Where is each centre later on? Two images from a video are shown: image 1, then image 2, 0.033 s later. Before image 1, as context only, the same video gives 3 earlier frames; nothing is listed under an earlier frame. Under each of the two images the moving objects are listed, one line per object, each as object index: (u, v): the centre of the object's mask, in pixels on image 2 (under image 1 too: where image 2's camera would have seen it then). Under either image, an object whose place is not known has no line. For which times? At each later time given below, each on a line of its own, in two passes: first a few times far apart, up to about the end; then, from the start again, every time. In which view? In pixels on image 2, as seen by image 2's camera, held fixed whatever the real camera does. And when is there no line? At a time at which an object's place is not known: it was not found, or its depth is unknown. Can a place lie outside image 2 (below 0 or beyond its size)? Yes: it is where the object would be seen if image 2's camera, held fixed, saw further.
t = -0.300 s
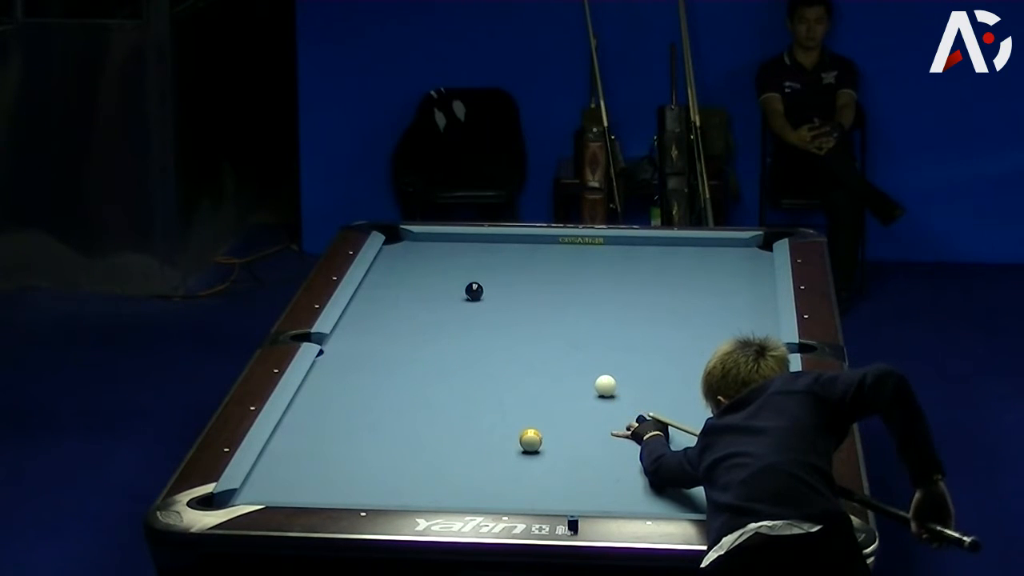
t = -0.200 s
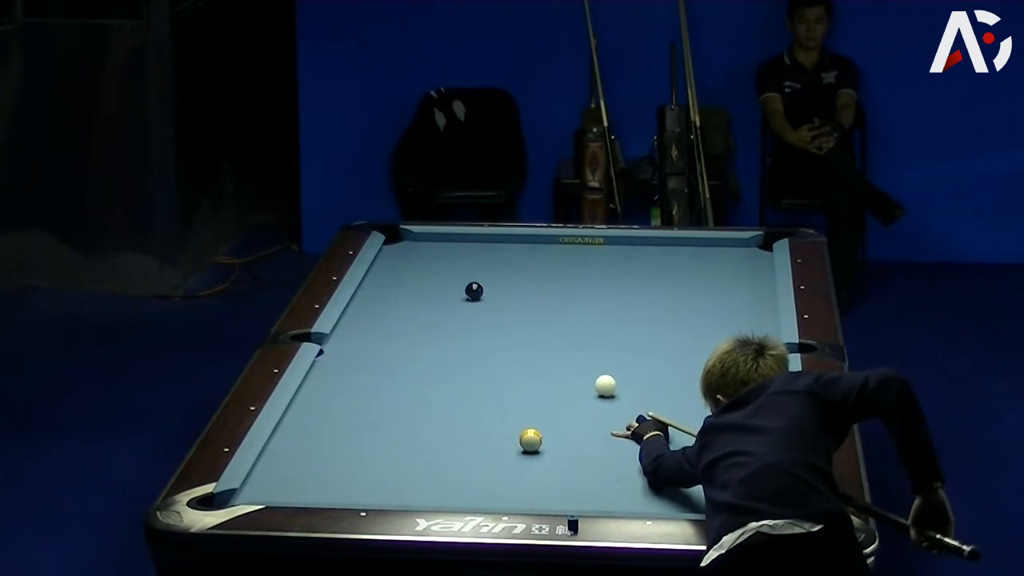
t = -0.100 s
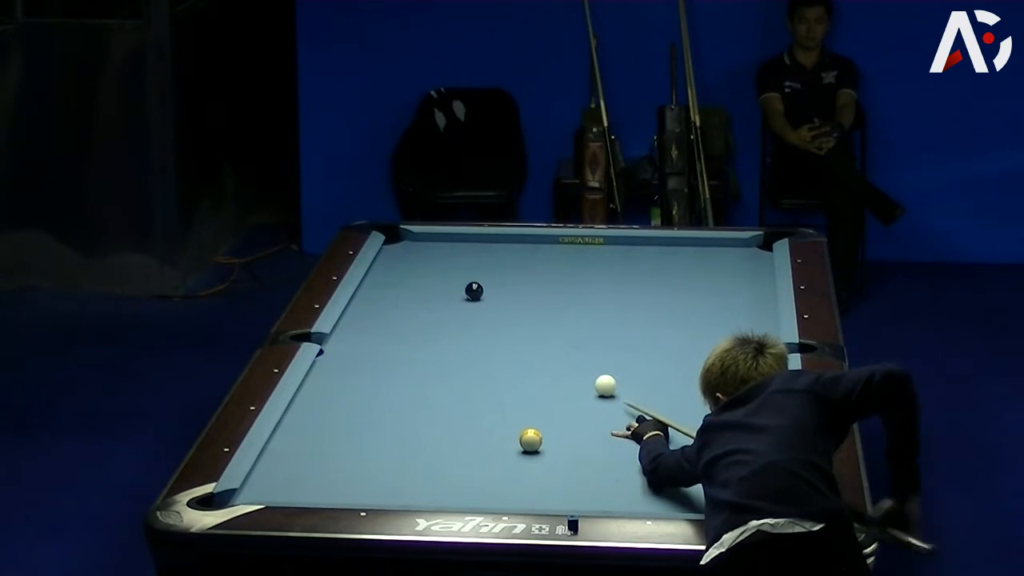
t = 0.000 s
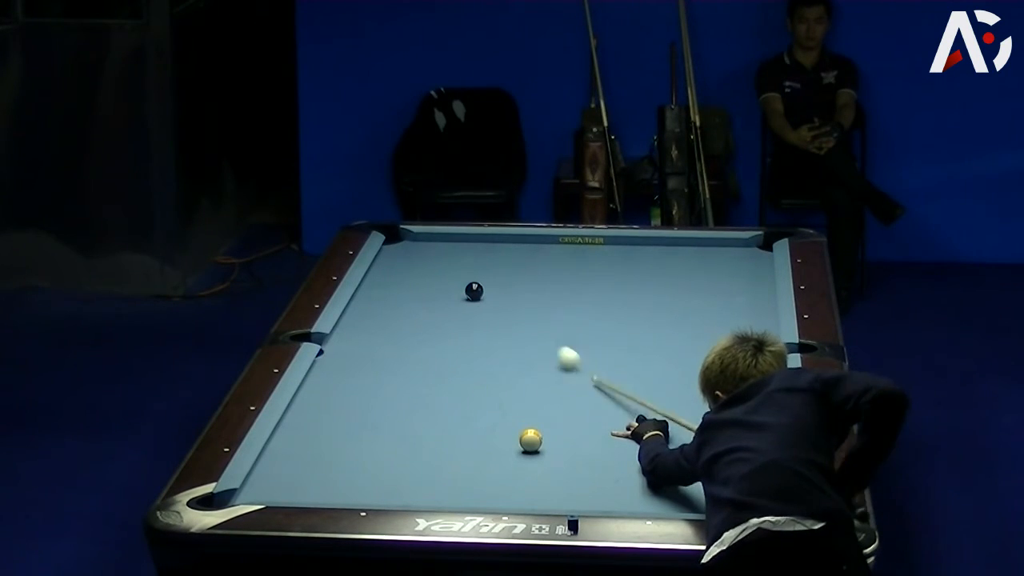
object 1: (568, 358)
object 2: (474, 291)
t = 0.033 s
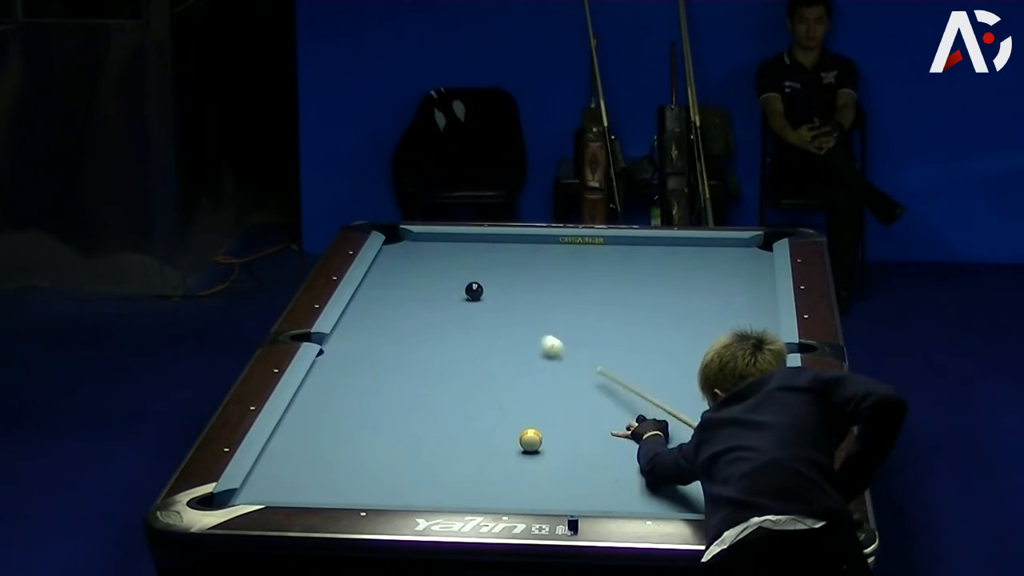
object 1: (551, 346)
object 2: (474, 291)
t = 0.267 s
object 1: (480, 296)
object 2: (453, 275)
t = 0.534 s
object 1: (485, 301)
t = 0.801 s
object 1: (491, 307)
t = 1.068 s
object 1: (497, 313)
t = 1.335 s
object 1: (502, 317)
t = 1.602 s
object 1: (506, 322)
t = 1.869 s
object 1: (510, 326)
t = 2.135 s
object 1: (514, 329)
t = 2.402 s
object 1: (516, 332)
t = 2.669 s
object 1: (518, 335)
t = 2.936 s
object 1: (520, 337)
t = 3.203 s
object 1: (520, 338)
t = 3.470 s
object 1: (521, 339)
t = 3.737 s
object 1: (522, 340)
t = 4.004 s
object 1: (522, 340)
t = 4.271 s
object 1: (522, 340)
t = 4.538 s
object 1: (522, 340)
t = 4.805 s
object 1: (522, 340)
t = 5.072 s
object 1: (522, 340)
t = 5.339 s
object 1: (522, 340)
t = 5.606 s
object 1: (522, 340)
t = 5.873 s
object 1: (522, 340)
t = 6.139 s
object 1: (522, 340)
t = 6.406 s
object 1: (522, 340)
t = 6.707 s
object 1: (522, 340)
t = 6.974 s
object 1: (522, 340)
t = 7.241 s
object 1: (522, 340)
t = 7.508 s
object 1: (522, 340)
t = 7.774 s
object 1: (522, 340)
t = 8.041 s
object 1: (522, 340)
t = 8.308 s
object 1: (522, 340)
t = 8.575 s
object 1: (522, 340)
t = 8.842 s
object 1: (522, 340)
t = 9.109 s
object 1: (522, 340)
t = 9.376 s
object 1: (522, 340)
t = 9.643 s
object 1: (522, 340)
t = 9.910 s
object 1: (522, 340)
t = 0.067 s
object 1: (536, 335)
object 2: (474, 291)
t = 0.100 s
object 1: (521, 324)
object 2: (474, 291)
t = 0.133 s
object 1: (507, 314)
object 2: (474, 291)
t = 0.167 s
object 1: (494, 305)
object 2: (474, 291)
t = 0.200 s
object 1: (482, 296)
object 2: (470, 289)
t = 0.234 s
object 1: (480, 295)
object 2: (464, 282)
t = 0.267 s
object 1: (480, 296)
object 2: (453, 275)
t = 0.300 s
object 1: (480, 296)
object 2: (442, 267)
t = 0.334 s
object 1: (481, 297)
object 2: (433, 260)
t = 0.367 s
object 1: (481, 297)
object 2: (424, 254)
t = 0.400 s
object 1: (482, 298)
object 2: (415, 248)
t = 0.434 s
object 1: (483, 299)
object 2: (406, 241)
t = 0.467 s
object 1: (484, 300)
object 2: (400, 236)
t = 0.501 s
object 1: (484, 300)
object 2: (390, 234)
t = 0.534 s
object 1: (485, 301)
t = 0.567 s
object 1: (486, 302)
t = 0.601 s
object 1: (487, 303)
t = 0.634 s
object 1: (488, 303)
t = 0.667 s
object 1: (488, 304)
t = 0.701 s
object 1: (489, 305)
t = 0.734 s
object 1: (490, 306)
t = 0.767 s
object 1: (490, 306)
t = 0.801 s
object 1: (491, 307)
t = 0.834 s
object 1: (492, 308)
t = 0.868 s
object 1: (492, 308)
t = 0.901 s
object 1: (493, 309)
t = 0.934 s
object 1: (494, 310)
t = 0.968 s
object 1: (495, 311)
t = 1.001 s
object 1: (496, 311)
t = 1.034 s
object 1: (496, 312)
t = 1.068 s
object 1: (497, 313)
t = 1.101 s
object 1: (497, 313)
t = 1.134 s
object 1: (498, 314)
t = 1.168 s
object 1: (499, 314)
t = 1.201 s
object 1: (499, 315)
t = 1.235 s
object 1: (500, 316)
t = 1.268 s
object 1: (501, 316)
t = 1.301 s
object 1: (501, 317)
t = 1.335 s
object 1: (502, 317)
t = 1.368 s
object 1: (502, 318)
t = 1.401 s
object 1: (503, 319)
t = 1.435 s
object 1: (504, 319)
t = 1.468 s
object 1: (504, 320)
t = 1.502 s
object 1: (505, 320)
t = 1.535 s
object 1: (505, 321)
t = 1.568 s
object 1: (506, 321)
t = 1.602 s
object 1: (506, 322)
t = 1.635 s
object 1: (507, 322)
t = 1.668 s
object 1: (507, 323)
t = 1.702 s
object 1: (508, 323)
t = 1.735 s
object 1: (509, 324)
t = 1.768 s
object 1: (509, 324)
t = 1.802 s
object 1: (509, 325)
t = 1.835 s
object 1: (510, 326)
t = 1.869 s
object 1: (510, 326)
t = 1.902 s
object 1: (511, 327)
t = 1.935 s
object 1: (511, 327)
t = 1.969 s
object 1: (512, 327)
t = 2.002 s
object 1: (512, 328)
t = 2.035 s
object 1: (512, 328)
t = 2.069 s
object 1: (513, 329)
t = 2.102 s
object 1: (513, 329)
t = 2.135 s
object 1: (514, 329)
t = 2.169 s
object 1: (514, 330)
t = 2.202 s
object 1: (514, 330)
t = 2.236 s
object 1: (515, 331)
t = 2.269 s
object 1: (515, 331)
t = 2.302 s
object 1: (516, 331)
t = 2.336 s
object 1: (516, 332)
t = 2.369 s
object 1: (516, 332)
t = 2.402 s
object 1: (516, 332)
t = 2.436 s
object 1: (517, 333)
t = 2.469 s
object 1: (517, 333)
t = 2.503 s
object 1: (517, 333)
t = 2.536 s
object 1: (517, 334)
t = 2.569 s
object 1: (518, 334)
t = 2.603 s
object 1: (518, 334)
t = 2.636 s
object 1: (518, 335)
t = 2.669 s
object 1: (518, 335)
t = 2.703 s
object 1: (518, 335)
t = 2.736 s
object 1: (519, 335)
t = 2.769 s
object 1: (519, 336)
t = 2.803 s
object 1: (519, 336)
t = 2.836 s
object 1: (519, 336)
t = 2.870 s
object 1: (520, 336)
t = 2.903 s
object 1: (520, 337)
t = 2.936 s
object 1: (520, 337)
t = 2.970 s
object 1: (520, 337)
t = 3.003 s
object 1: (520, 337)
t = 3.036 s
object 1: (520, 337)
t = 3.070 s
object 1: (520, 338)
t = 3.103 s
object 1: (520, 338)
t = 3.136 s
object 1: (520, 338)
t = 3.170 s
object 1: (520, 338)
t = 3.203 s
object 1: (520, 338)
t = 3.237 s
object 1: (521, 338)
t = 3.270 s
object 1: (521, 339)
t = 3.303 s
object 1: (521, 339)
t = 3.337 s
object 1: (521, 339)
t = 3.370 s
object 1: (521, 339)
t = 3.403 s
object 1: (521, 339)
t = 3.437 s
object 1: (521, 339)
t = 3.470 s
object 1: (521, 339)
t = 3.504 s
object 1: (522, 339)
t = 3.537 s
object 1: (522, 339)
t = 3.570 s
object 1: (522, 340)
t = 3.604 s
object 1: (522, 340)
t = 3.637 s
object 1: (522, 340)
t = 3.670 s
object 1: (522, 340)
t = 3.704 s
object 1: (522, 340)
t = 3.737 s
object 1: (522, 340)
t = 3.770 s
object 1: (522, 340)
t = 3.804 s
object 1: (522, 340)
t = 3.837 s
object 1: (522, 340)
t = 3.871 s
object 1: (522, 340)
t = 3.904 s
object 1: (522, 340)
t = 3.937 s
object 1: (522, 340)
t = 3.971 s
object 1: (522, 340)
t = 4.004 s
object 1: (522, 340)
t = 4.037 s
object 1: (522, 340)
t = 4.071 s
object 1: (522, 340)
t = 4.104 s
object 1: (522, 340)
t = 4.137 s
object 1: (522, 340)
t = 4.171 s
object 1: (522, 340)
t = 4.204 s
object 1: (522, 340)
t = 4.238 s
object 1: (522, 340)
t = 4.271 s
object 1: (522, 340)
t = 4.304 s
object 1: (522, 340)
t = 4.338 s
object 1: (522, 340)
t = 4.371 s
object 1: (522, 340)
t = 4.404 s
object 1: (522, 340)
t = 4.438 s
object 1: (522, 340)
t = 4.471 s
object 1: (522, 340)
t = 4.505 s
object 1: (522, 340)
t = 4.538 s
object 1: (522, 340)
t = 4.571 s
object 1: (522, 340)
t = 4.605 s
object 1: (522, 340)
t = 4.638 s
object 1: (522, 340)
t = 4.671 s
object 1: (522, 340)
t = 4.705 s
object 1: (522, 340)
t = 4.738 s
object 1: (522, 340)
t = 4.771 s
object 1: (522, 340)
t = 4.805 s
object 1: (522, 340)
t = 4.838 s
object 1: (522, 340)
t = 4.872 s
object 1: (522, 340)
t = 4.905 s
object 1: (522, 340)
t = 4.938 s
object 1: (522, 340)
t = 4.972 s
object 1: (522, 340)
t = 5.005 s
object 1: (522, 340)
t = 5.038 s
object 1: (522, 340)
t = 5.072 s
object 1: (522, 340)
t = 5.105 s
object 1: (522, 340)
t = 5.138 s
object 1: (522, 340)
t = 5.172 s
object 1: (522, 340)
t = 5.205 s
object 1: (522, 340)
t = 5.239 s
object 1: (522, 340)
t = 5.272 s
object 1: (522, 340)
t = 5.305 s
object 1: (522, 340)
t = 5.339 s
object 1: (522, 340)
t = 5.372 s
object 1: (522, 340)
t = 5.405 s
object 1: (522, 340)
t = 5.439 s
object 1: (522, 340)
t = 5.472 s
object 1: (522, 340)
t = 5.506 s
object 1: (522, 340)
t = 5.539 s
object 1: (522, 340)
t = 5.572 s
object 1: (522, 340)
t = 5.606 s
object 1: (522, 340)
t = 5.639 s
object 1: (522, 340)
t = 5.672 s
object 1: (522, 340)
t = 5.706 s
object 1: (522, 340)
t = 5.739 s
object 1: (522, 340)
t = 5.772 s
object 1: (522, 340)
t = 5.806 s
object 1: (522, 340)
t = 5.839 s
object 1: (522, 340)
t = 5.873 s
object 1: (522, 340)
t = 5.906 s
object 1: (522, 340)
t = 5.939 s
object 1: (522, 340)
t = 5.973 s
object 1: (522, 340)
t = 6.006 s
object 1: (522, 340)
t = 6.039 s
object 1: (522, 340)
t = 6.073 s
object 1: (522, 340)
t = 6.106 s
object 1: (522, 340)
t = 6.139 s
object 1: (522, 340)
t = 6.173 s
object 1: (522, 340)
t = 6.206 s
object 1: (522, 340)
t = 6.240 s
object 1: (522, 340)
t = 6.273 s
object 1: (522, 340)
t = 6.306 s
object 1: (522, 340)
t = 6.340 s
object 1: (522, 340)
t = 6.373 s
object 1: (522, 340)
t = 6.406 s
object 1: (522, 340)
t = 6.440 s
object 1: (522, 340)
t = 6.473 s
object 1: (522, 340)
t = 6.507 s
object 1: (522, 340)
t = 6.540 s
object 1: (522, 340)
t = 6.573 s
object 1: (522, 340)
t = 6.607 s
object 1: (522, 340)
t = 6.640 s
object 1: (522, 340)
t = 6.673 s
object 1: (522, 340)
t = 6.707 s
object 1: (522, 340)
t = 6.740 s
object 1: (522, 340)
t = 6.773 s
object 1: (522, 340)
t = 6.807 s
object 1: (522, 340)
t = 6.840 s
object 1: (522, 340)
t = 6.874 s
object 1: (522, 340)
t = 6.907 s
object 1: (522, 340)
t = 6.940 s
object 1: (522, 340)
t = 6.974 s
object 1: (522, 340)
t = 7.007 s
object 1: (522, 340)
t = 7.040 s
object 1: (522, 340)
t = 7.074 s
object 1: (522, 340)
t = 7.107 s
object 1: (522, 340)
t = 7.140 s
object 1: (522, 340)
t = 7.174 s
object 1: (522, 340)
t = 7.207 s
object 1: (522, 340)
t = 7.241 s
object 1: (522, 340)
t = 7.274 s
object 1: (522, 340)
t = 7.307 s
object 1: (522, 340)
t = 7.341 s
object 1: (522, 340)
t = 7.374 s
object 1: (522, 340)
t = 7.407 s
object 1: (522, 340)
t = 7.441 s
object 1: (522, 340)
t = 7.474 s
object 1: (522, 340)
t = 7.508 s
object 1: (522, 340)
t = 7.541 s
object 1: (522, 340)
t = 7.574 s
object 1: (522, 340)
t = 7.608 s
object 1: (522, 340)
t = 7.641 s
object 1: (522, 340)
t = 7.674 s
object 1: (522, 340)
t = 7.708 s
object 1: (522, 340)
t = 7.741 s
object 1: (522, 340)
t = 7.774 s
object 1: (522, 340)
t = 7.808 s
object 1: (522, 340)
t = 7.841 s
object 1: (522, 340)
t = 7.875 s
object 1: (522, 340)
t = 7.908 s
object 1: (522, 340)
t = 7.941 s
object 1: (522, 340)
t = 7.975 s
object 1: (522, 340)
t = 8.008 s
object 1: (522, 340)
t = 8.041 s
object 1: (522, 340)
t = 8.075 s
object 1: (522, 340)
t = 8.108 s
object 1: (522, 340)
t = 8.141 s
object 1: (522, 340)
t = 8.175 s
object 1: (522, 340)
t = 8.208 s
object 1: (522, 340)
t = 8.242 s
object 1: (522, 340)
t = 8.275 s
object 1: (522, 340)
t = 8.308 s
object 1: (522, 340)
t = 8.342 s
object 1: (522, 340)
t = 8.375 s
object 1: (522, 340)
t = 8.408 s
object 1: (522, 340)
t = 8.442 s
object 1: (522, 340)
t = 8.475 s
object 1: (522, 340)
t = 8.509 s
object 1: (522, 340)
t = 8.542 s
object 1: (522, 340)
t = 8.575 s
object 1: (522, 340)
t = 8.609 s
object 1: (522, 340)
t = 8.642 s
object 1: (522, 340)
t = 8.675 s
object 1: (522, 340)
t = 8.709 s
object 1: (522, 340)
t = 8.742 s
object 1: (522, 340)
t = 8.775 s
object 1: (522, 340)
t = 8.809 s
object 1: (522, 340)
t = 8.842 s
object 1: (522, 340)
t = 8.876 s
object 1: (522, 340)
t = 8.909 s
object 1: (522, 340)
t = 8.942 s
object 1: (522, 340)
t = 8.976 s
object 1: (522, 340)
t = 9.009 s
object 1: (522, 340)
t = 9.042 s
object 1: (522, 340)
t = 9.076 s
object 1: (522, 340)
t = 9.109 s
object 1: (522, 340)
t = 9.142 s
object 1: (522, 340)
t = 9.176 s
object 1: (522, 340)
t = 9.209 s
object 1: (522, 340)
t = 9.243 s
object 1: (522, 340)
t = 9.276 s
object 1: (522, 340)
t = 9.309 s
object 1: (522, 340)
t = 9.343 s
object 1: (522, 340)
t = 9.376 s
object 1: (522, 340)
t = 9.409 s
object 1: (522, 340)
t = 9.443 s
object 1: (522, 340)
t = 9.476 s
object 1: (522, 340)
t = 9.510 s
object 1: (522, 340)
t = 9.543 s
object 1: (522, 340)
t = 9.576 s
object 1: (522, 340)
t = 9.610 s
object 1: (522, 340)
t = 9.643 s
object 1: (522, 340)
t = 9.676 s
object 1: (522, 340)
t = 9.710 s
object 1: (522, 340)
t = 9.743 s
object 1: (522, 340)
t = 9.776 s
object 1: (522, 340)
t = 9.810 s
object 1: (522, 340)
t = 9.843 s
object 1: (522, 340)
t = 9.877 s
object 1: (522, 340)
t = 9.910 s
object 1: (522, 340)
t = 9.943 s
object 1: (522, 340)
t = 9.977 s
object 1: (522, 340)
